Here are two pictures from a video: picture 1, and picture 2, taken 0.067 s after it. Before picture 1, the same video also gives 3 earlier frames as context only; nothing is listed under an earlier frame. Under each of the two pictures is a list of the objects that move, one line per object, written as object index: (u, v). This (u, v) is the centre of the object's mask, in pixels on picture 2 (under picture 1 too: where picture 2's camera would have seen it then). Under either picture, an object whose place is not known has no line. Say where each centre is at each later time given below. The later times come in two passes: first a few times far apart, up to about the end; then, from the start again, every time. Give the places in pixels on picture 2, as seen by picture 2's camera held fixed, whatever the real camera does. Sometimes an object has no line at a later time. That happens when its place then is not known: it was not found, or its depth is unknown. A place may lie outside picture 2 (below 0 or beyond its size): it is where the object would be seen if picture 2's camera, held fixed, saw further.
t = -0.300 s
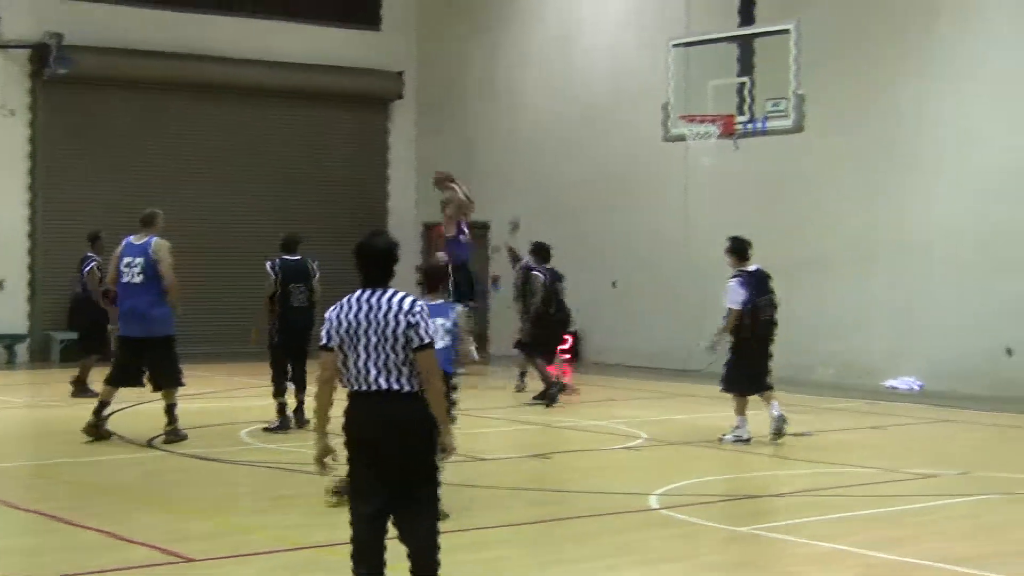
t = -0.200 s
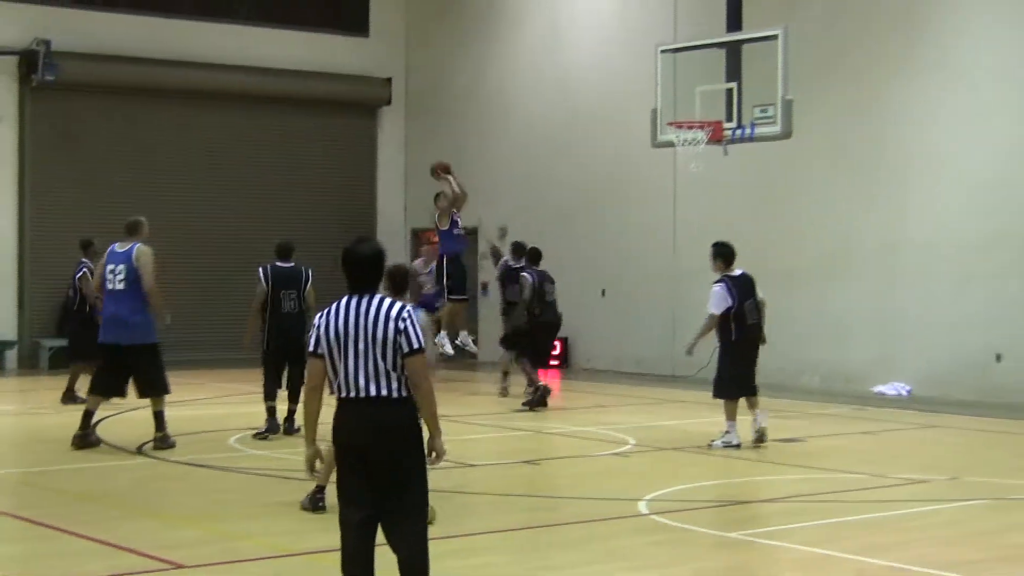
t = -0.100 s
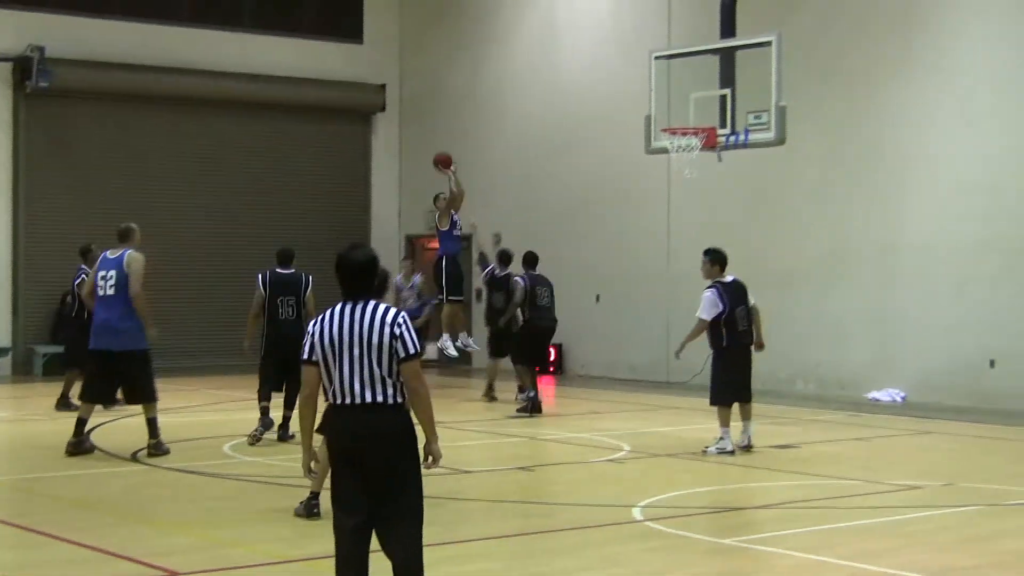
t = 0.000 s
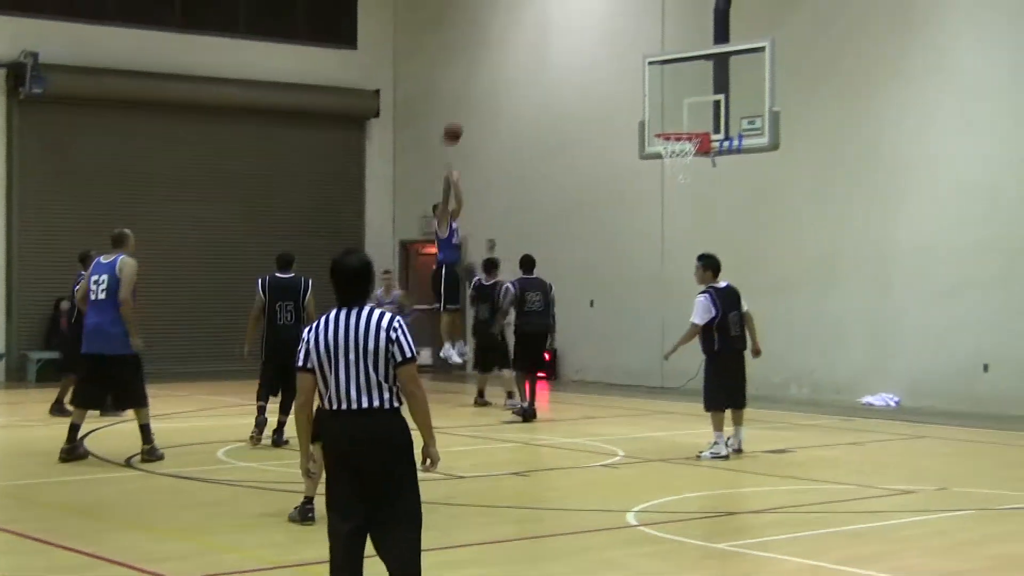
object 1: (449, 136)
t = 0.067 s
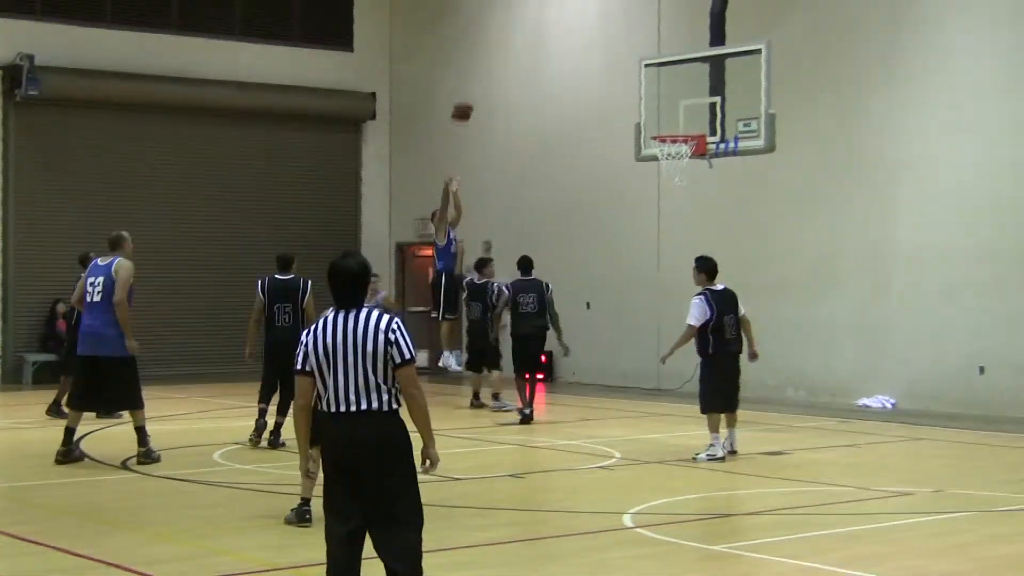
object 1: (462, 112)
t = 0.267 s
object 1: (505, 59)
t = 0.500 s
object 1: (558, 37)
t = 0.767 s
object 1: (623, 70)
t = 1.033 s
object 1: (683, 146)
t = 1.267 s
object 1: (654, 152)
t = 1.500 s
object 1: (678, 178)
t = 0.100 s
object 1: (469, 101)
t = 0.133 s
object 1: (476, 91)
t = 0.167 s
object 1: (483, 82)
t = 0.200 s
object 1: (490, 73)
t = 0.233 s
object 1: (497, 66)
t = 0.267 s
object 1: (505, 59)
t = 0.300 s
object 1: (512, 53)
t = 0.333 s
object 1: (520, 48)
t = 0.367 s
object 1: (527, 45)
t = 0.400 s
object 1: (535, 41)
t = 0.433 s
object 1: (542, 38)
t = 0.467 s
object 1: (550, 37)
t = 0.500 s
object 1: (558, 37)
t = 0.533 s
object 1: (565, 37)
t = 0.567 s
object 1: (574, 39)
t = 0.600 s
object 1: (581, 41)
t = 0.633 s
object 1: (590, 45)
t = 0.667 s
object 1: (598, 49)
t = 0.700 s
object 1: (606, 55)
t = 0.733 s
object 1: (615, 63)
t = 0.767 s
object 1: (623, 70)
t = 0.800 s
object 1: (632, 79)
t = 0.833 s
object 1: (641, 90)
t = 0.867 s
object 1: (649, 100)
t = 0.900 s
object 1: (658, 112)
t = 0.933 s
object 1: (667, 124)
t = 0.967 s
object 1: (675, 133)
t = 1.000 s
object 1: (681, 139)
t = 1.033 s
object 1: (683, 146)
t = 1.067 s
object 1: (674, 152)
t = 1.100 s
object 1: (667, 154)
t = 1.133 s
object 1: (659, 154)
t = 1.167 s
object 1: (655, 152)
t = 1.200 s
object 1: (652, 151)
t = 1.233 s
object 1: (652, 151)
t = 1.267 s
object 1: (654, 152)
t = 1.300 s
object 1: (657, 155)
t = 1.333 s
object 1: (660, 158)
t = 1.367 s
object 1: (662, 161)
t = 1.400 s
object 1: (666, 164)
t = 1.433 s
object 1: (670, 167)
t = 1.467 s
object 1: (674, 171)
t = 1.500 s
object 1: (678, 178)
